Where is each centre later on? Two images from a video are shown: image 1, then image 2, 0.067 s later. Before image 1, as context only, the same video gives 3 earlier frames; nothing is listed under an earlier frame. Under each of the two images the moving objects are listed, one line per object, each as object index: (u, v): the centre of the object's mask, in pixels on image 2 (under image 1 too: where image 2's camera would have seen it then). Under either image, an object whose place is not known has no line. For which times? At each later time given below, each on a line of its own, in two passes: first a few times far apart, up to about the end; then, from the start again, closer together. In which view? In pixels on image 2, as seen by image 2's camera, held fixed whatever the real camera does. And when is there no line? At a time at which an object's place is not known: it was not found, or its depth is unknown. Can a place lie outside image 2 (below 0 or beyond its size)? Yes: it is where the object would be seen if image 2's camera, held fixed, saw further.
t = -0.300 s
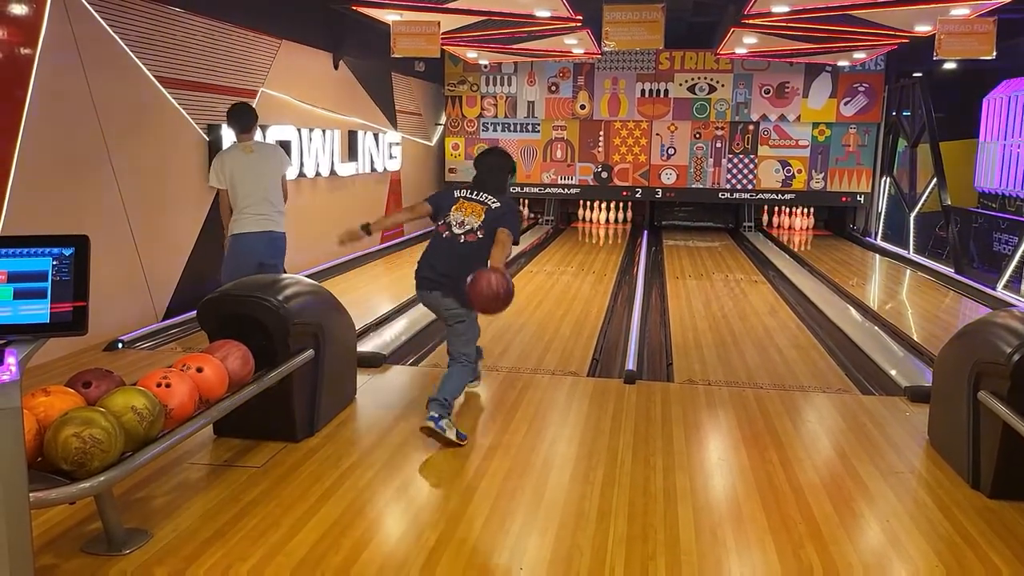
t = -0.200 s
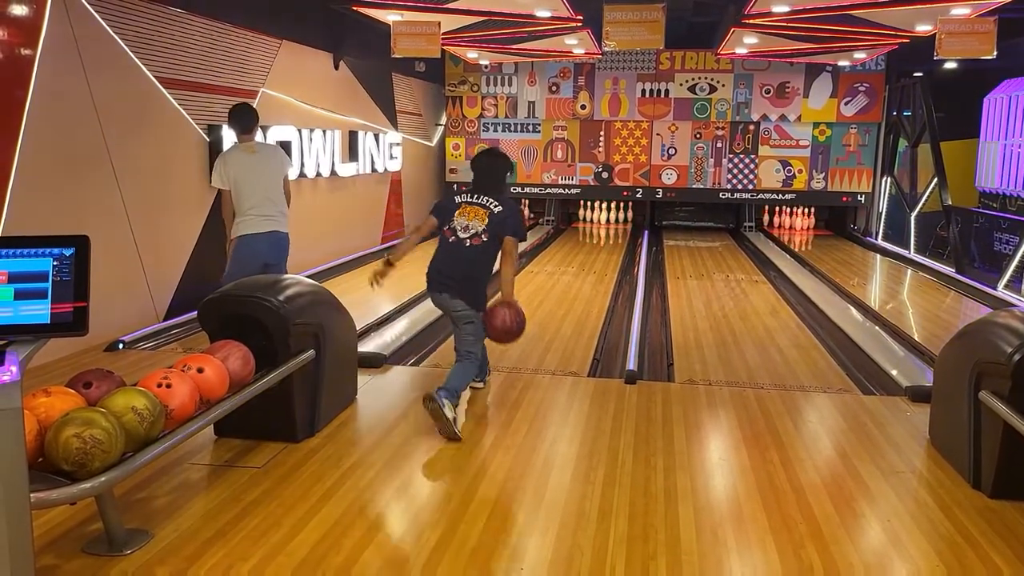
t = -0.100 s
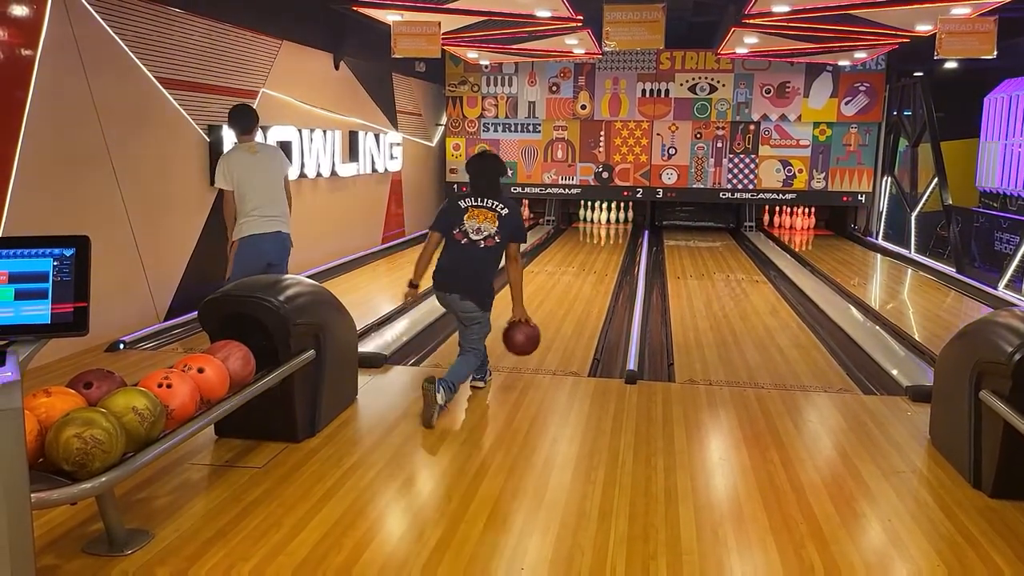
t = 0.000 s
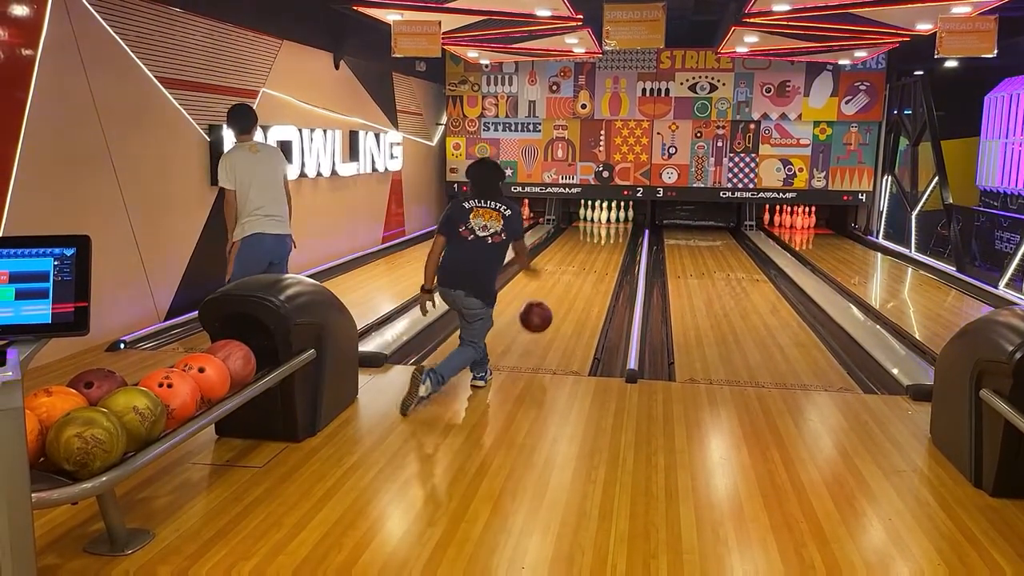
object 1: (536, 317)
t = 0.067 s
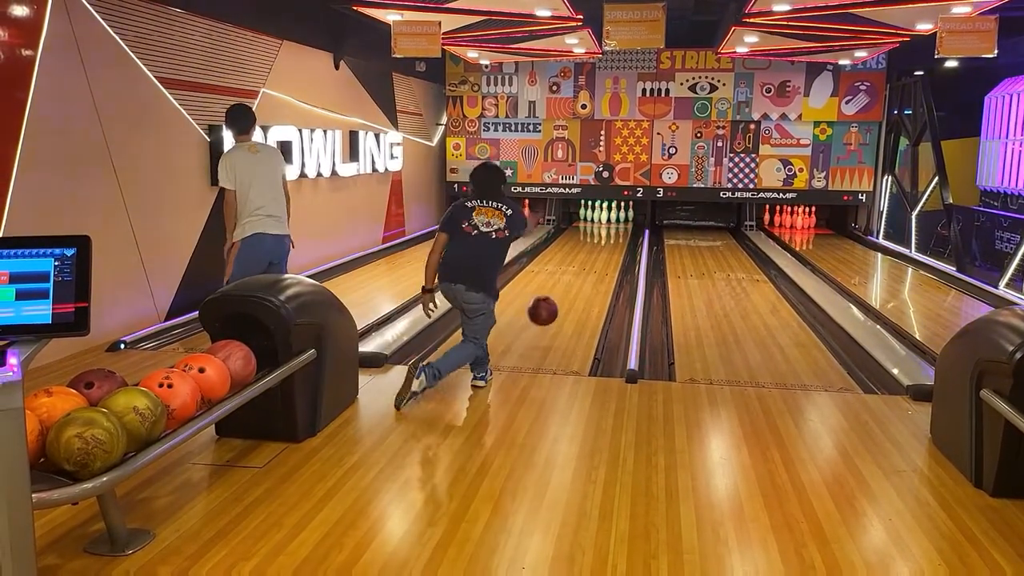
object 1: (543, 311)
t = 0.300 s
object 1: (560, 288)
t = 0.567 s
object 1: (573, 261)
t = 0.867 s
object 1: (581, 242)
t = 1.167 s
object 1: (586, 229)
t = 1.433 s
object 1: (589, 222)
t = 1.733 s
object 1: (586, 215)
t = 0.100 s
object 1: (546, 310)
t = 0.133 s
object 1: (548, 311)
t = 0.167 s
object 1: (551, 309)
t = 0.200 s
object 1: (554, 301)
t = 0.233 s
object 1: (556, 295)
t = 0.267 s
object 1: (558, 291)
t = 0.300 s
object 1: (560, 288)
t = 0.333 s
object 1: (562, 284)
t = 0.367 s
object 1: (563, 280)
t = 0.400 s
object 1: (565, 277)
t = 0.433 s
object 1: (567, 273)
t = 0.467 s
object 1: (568, 270)
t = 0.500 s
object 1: (570, 266)
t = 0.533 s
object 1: (571, 264)
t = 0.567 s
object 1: (573, 261)
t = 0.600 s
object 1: (573, 258)
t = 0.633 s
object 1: (574, 256)
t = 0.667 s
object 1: (576, 254)
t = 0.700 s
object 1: (577, 252)
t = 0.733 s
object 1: (578, 249)
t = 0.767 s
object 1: (578, 247)
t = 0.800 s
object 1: (579, 245)
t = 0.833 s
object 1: (580, 244)
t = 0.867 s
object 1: (581, 242)
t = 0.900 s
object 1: (581, 241)
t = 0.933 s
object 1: (582, 239)
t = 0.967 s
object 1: (583, 237)
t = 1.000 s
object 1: (583, 236)
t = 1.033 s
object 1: (584, 235)
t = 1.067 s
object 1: (584, 233)
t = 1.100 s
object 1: (585, 232)
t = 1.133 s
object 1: (585, 231)
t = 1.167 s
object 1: (586, 229)
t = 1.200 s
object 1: (586, 229)
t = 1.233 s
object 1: (587, 227)
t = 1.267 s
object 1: (587, 226)
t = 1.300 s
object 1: (588, 226)
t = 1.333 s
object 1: (588, 225)
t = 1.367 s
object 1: (588, 223)
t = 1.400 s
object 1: (588, 223)
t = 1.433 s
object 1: (589, 222)
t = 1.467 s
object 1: (589, 221)
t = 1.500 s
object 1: (589, 220)
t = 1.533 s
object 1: (590, 219)
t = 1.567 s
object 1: (590, 219)
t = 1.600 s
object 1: (590, 218)
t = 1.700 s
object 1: (587, 215)
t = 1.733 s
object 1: (586, 215)
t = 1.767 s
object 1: (584, 215)
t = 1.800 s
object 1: (582, 215)
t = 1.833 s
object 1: (581, 215)
